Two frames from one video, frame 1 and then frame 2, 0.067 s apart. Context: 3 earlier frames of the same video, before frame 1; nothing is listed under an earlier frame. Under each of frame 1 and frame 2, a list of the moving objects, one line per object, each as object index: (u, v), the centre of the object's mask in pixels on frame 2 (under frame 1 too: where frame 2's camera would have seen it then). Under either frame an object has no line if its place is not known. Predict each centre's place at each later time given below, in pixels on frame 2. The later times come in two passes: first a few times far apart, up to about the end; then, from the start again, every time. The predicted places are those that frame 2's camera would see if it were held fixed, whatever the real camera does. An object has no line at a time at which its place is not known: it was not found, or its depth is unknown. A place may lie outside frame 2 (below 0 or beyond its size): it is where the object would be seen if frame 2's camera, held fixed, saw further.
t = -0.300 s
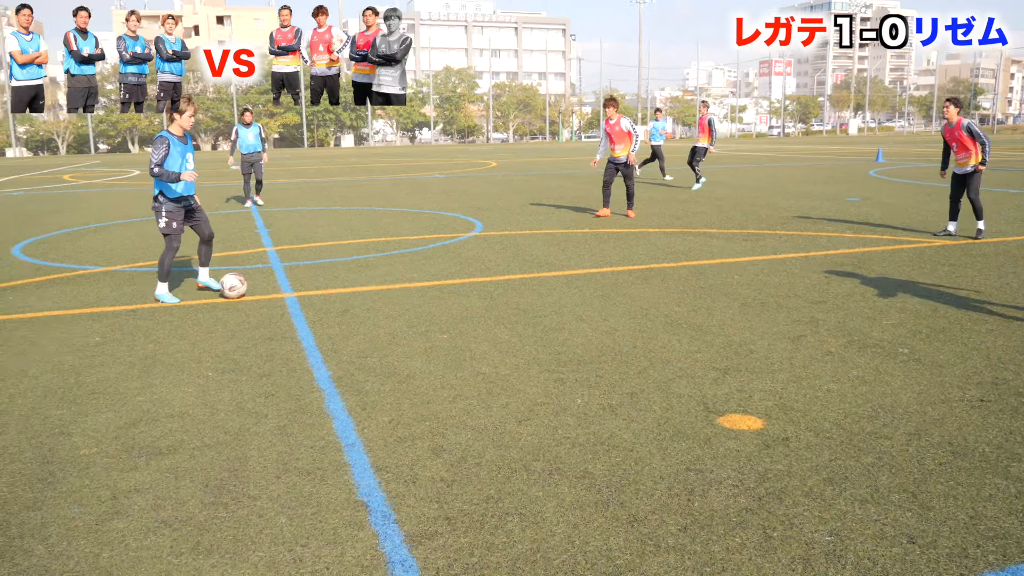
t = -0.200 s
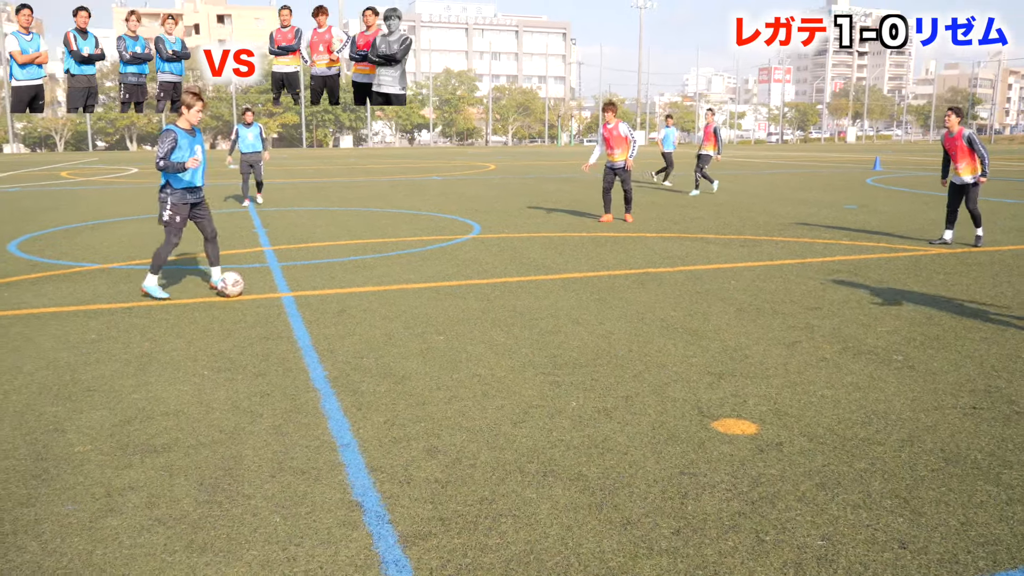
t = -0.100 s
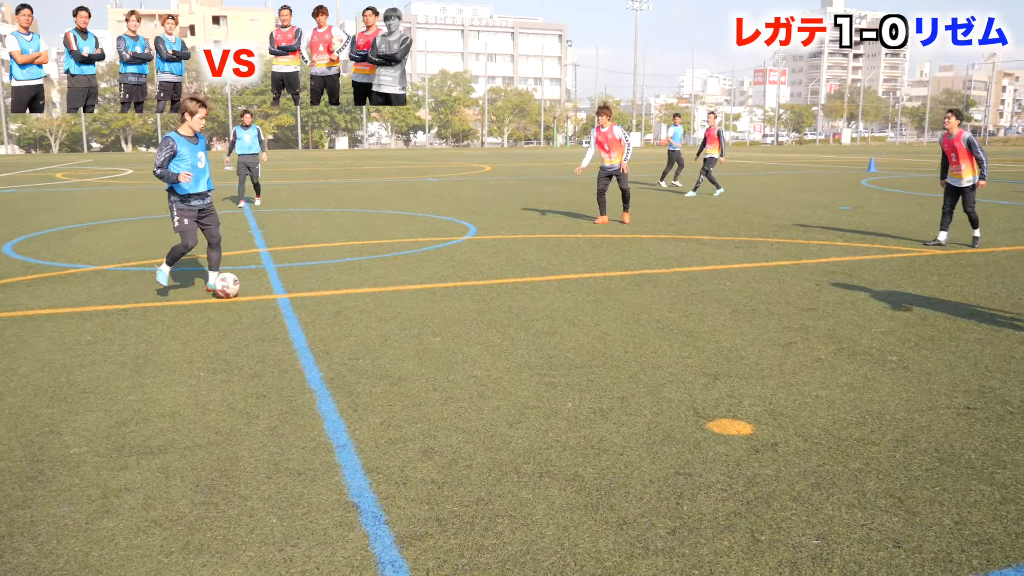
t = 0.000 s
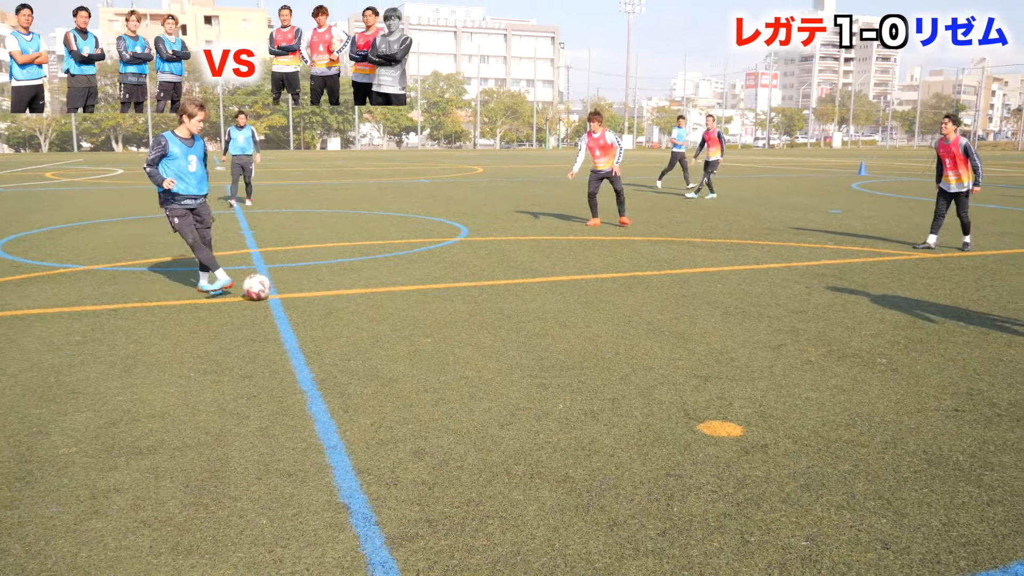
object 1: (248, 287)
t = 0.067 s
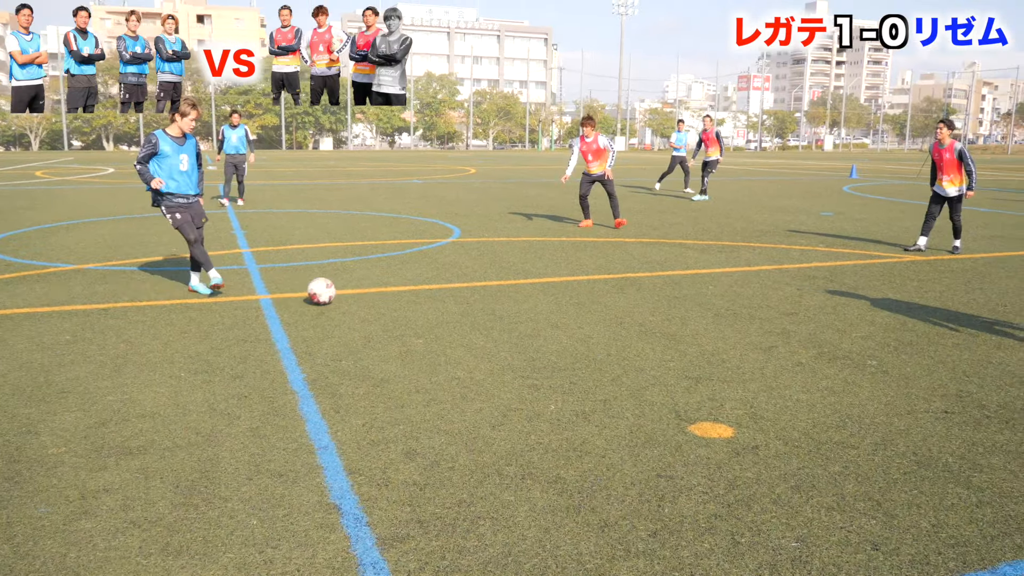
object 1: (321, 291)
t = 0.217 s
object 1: (487, 302)
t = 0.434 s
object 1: (717, 315)
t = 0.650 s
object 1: (936, 331)
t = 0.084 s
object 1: (340, 293)
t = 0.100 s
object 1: (359, 294)
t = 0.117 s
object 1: (376, 294)
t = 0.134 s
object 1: (394, 295)
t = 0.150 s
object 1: (413, 296)
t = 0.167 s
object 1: (431, 297)
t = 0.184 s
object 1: (449, 299)
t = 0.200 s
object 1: (468, 301)
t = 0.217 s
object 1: (487, 302)
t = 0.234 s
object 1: (504, 303)
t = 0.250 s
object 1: (522, 303)
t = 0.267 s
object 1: (539, 304)
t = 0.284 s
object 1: (557, 305)
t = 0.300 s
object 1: (576, 305)
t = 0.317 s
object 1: (594, 307)
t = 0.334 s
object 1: (613, 309)
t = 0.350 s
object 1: (631, 311)
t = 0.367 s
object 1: (648, 312)
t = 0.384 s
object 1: (665, 312)
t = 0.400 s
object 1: (682, 312)
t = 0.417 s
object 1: (700, 313)
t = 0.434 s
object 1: (717, 315)
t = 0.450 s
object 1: (734, 316)
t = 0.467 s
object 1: (752, 318)
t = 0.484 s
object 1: (770, 320)
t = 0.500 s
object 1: (787, 321)
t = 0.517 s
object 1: (803, 321)
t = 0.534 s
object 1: (819, 321)
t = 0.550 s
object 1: (836, 322)
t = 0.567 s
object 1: (852, 323)
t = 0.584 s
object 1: (869, 325)
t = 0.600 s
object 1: (886, 327)
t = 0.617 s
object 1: (903, 329)
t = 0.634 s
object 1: (921, 331)
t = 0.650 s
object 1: (936, 331)
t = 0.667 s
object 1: (952, 332)
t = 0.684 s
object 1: (969, 332)
